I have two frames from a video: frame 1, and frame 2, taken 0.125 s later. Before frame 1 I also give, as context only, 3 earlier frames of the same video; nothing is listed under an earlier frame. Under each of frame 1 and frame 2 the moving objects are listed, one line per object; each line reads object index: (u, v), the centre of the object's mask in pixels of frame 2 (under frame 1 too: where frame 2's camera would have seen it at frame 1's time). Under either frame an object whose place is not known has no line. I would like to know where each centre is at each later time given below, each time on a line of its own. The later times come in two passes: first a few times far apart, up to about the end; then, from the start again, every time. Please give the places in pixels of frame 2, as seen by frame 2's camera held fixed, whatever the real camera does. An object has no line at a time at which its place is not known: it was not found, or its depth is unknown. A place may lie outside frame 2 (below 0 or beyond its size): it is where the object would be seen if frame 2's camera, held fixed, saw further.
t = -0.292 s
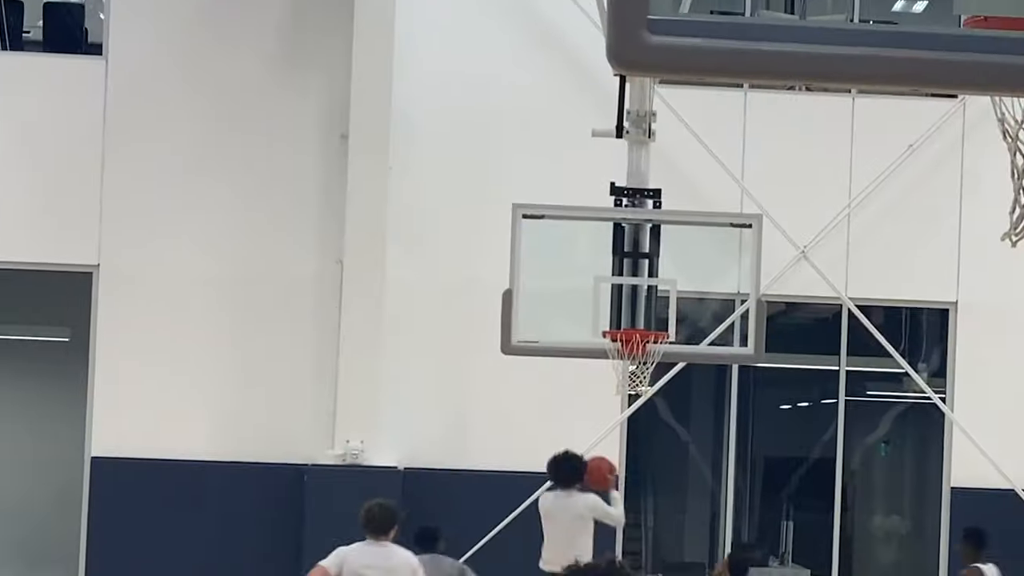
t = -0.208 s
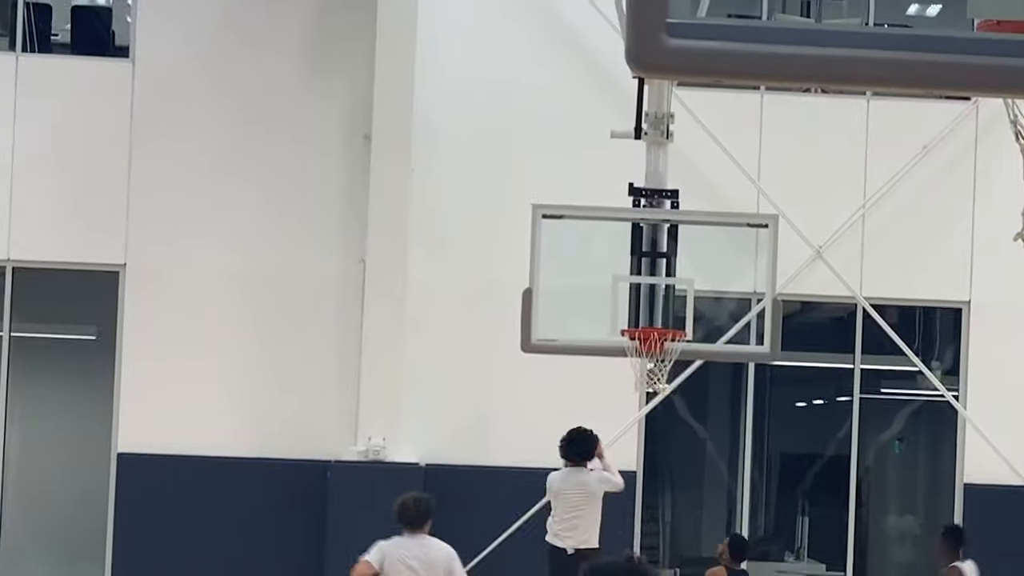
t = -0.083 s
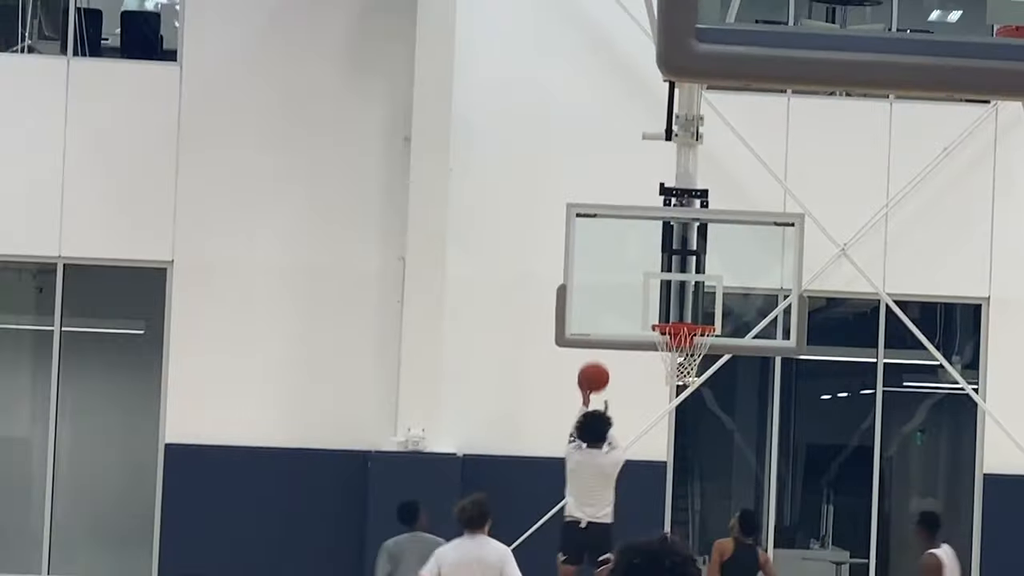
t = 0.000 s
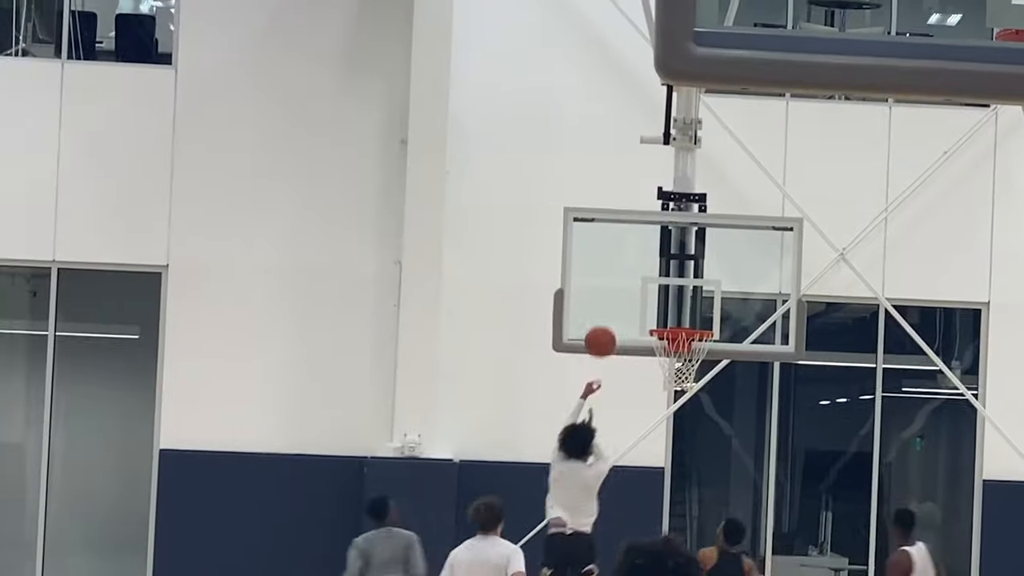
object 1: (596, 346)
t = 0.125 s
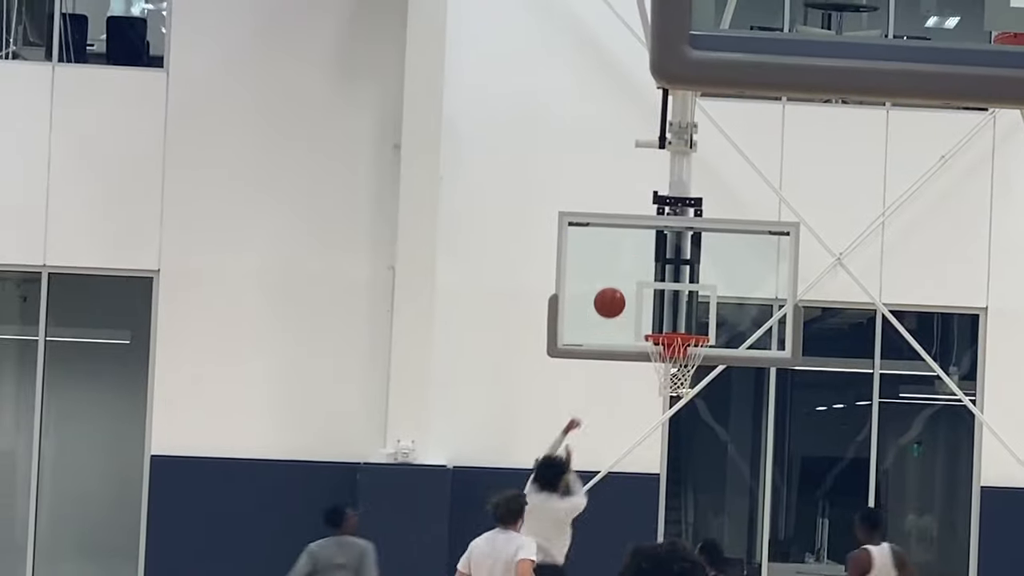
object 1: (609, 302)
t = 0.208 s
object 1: (617, 285)
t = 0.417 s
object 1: (637, 274)
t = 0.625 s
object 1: (655, 317)
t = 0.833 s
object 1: (688, 326)
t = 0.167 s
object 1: (613, 292)
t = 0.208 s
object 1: (617, 285)
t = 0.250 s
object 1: (622, 279)
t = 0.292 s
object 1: (626, 275)
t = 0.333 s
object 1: (630, 272)
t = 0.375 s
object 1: (634, 272)
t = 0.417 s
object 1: (637, 274)
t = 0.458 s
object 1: (640, 278)
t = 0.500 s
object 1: (644, 284)
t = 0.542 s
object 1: (647, 293)
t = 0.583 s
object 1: (651, 304)
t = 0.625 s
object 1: (655, 317)
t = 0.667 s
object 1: (659, 321)
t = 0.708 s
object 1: (666, 320)
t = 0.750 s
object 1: (674, 321)
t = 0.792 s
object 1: (682, 322)
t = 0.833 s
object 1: (688, 326)
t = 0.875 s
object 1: (688, 327)
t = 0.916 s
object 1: (682, 327)
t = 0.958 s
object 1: (674, 329)
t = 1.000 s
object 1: (665, 331)
